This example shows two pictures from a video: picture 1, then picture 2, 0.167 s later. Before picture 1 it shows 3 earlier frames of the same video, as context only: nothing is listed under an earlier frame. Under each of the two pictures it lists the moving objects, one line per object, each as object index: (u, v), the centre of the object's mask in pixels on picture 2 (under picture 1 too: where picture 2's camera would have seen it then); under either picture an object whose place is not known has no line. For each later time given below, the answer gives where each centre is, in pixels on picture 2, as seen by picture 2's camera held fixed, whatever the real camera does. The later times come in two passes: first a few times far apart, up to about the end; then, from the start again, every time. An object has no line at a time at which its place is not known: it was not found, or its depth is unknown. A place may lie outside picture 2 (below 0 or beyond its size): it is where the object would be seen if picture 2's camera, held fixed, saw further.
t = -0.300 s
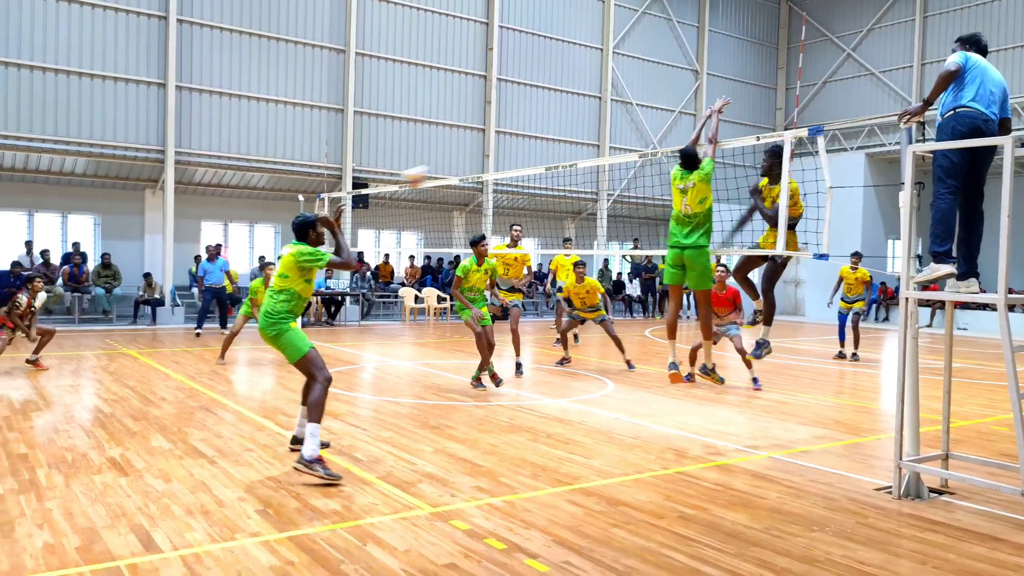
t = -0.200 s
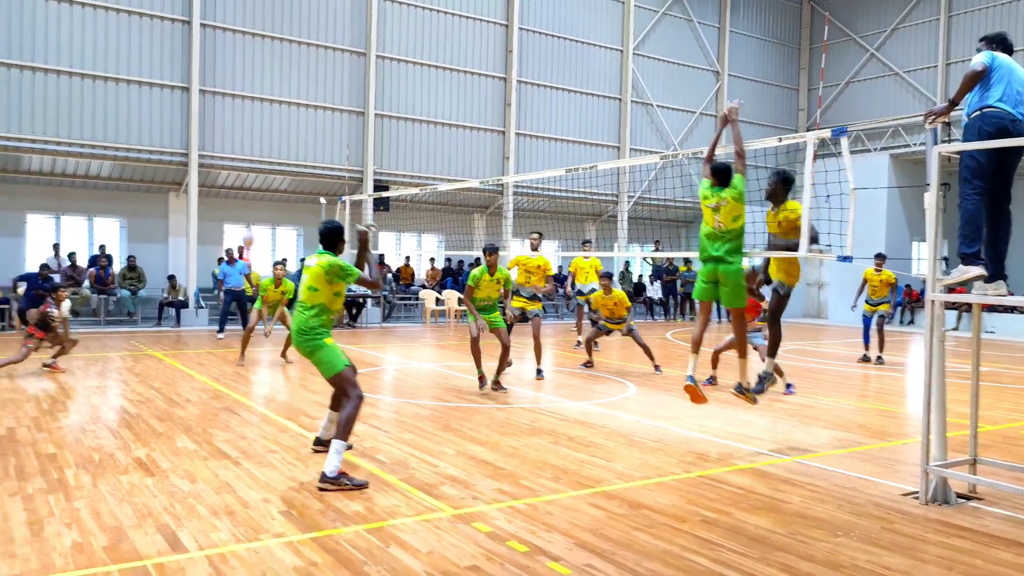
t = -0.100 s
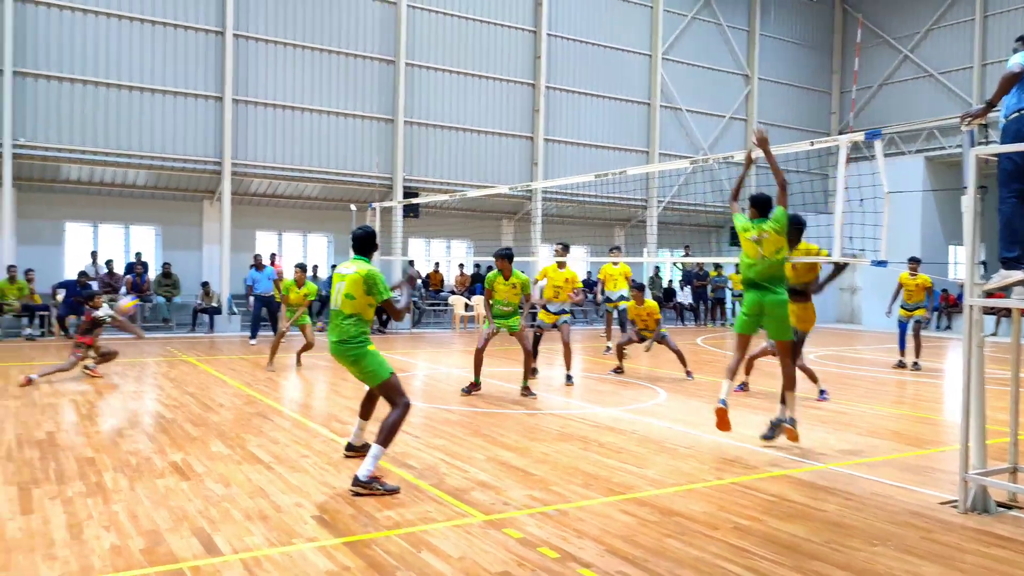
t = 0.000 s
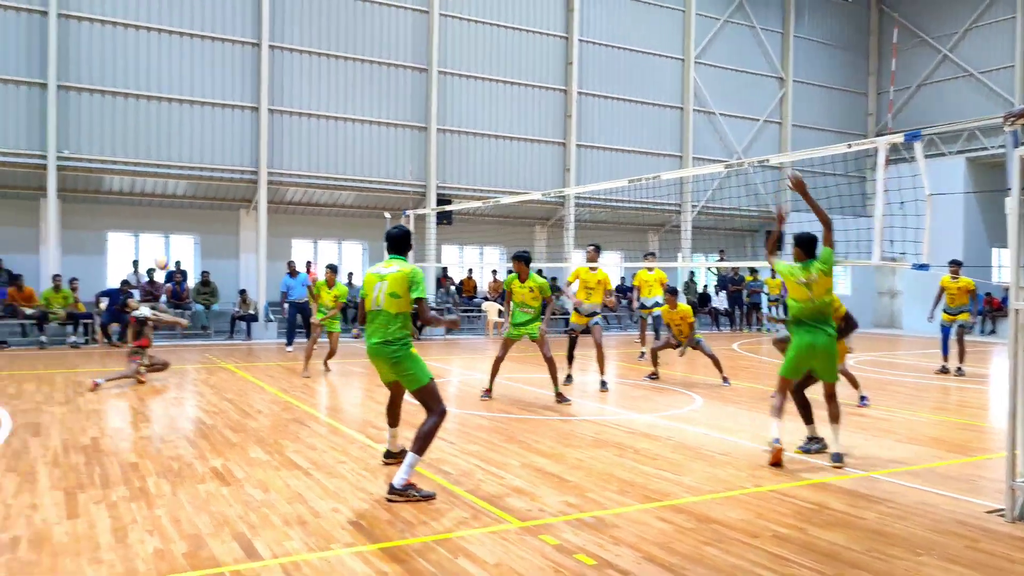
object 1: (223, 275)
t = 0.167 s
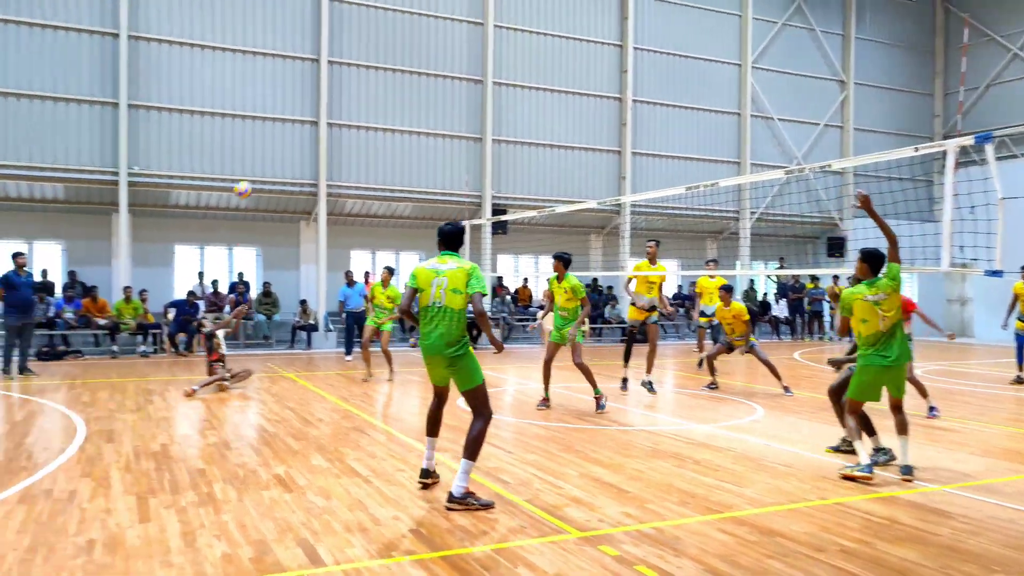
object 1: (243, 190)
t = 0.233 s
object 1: (250, 162)
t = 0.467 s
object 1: (275, 93)
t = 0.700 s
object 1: (296, 66)
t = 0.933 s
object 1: (316, 79)
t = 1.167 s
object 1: (333, 133)
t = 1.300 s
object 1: (343, 177)
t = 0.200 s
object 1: (247, 175)
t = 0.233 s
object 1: (250, 162)
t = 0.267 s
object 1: (254, 150)
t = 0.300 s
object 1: (258, 138)
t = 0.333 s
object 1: (261, 127)
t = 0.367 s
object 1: (265, 117)
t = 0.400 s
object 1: (269, 108)
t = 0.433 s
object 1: (271, 101)
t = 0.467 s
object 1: (275, 93)
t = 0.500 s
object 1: (278, 87)
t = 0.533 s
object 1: (282, 81)
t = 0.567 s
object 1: (285, 77)
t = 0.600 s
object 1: (287, 73)
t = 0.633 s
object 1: (291, 70)
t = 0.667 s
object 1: (294, 68)
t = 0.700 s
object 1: (296, 66)
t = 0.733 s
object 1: (300, 65)
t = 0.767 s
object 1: (302, 66)
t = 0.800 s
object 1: (305, 67)
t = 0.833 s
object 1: (308, 69)
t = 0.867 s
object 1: (310, 72)
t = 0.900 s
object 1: (313, 75)
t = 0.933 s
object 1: (316, 79)
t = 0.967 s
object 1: (318, 84)
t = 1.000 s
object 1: (321, 90)
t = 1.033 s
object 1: (323, 97)
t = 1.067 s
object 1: (326, 104)
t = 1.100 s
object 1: (328, 112)
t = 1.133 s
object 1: (330, 122)
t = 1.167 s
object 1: (333, 133)
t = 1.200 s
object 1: (335, 142)
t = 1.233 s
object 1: (339, 153)
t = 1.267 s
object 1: (341, 165)
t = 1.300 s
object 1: (343, 177)
